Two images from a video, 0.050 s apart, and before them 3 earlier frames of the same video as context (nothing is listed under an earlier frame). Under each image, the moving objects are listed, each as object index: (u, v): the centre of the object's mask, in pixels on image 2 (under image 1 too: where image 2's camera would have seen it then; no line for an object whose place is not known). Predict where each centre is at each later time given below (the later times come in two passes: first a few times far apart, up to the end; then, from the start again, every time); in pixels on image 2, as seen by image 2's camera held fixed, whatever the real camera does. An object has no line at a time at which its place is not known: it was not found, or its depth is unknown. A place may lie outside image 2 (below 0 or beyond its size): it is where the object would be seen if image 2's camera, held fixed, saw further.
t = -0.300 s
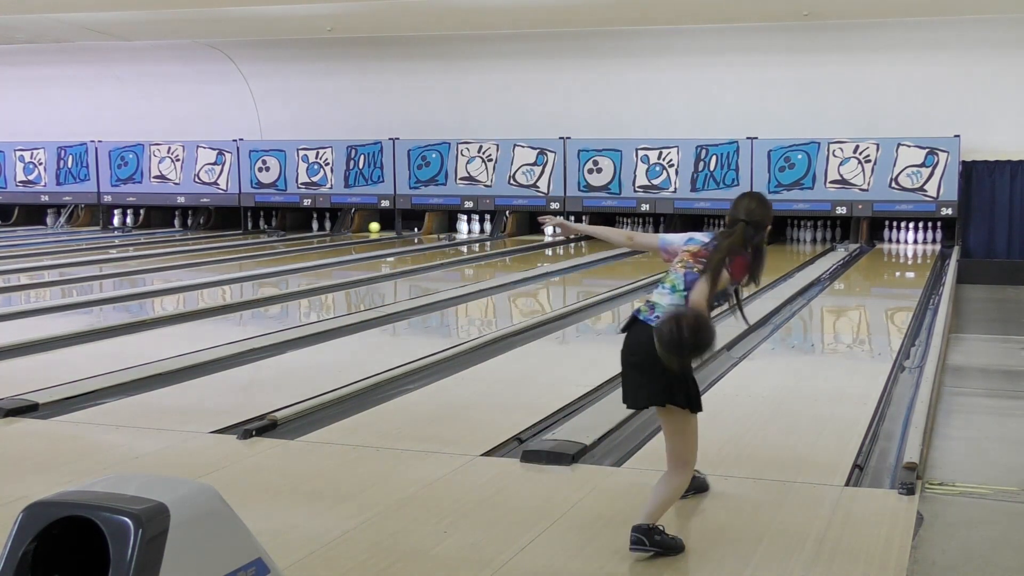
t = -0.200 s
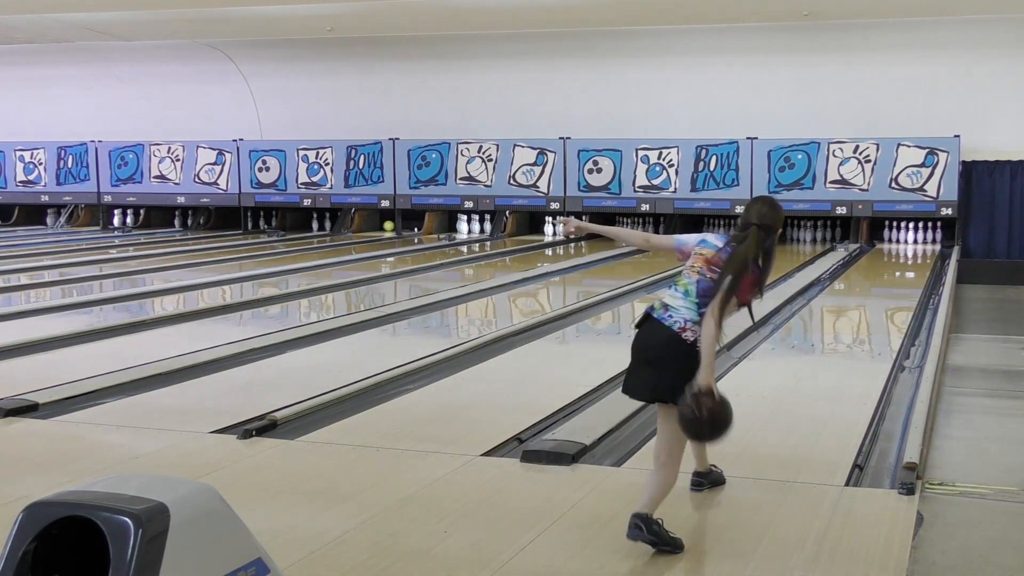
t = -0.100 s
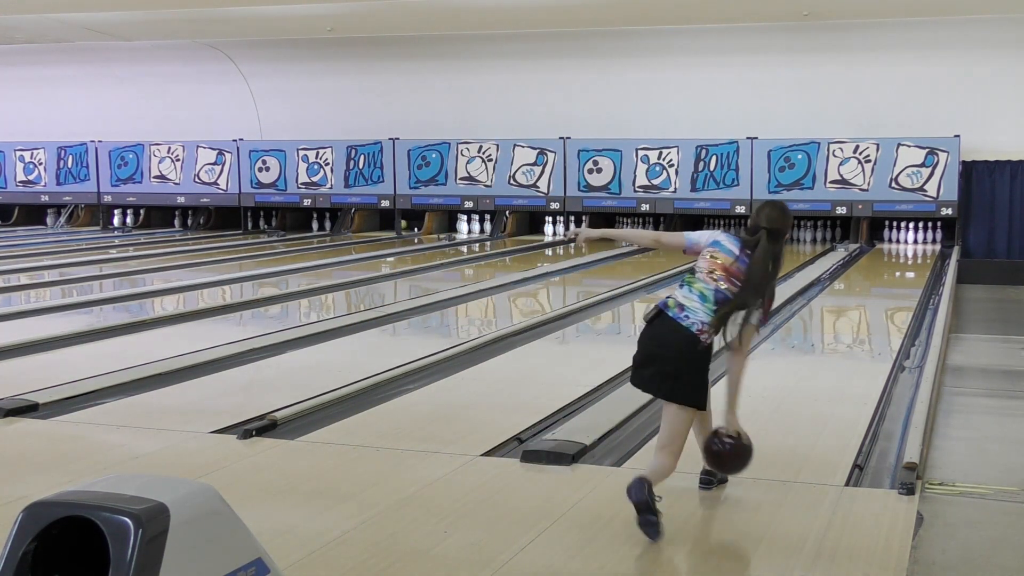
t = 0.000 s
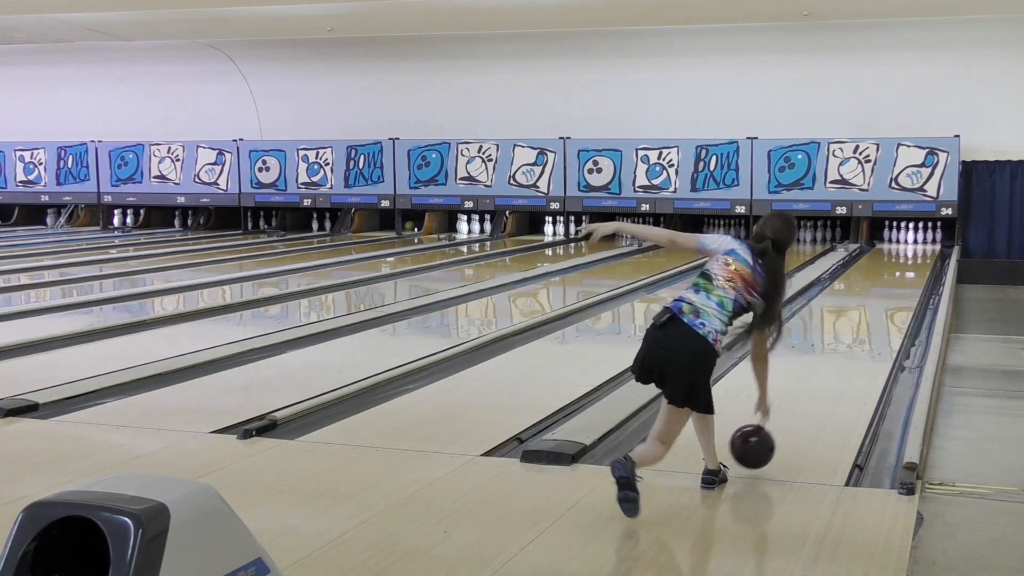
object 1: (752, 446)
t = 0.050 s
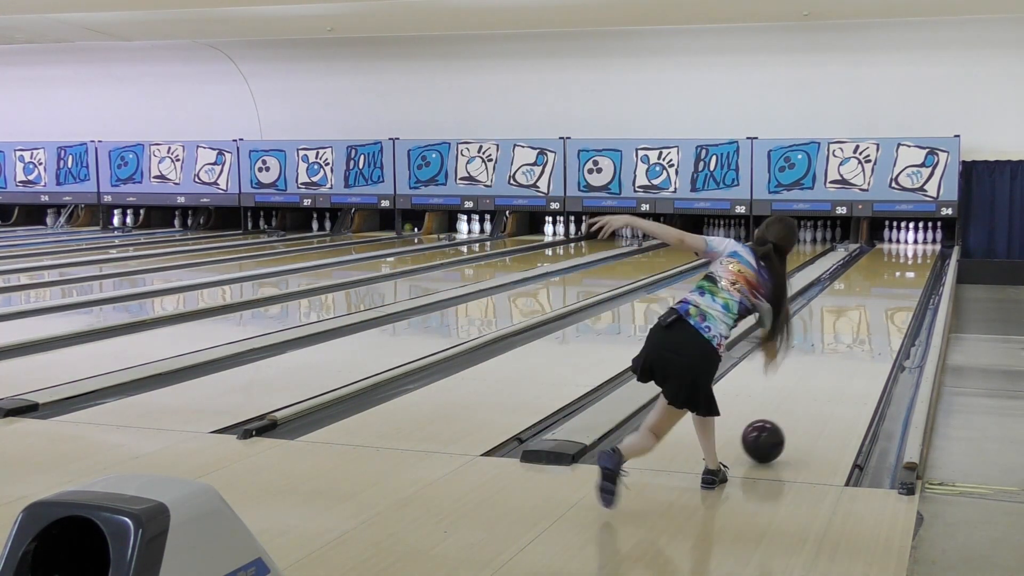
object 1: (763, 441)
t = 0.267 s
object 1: (800, 396)
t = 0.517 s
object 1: (830, 358)
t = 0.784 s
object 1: (852, 330)
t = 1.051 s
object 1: (869, 309)
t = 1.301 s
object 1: (881, 294)
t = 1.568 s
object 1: (891, 281)
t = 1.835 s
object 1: (899, 270)
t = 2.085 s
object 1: (905, 262)
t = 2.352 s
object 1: (910, 254)
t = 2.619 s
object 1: (912, 248)
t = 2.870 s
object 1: (912, 243)
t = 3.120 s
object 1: (910, 241)
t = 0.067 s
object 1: (766, 436)
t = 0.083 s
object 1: (770, 431)
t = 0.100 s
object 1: (773, 427)
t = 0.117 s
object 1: (776, 424)
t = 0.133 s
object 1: (779, 421)
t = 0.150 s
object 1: (782, 418)
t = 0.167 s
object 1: (785, 414)
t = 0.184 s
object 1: (787, 411)
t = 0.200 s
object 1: (790, 408)
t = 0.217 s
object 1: (792, 405)
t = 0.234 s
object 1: (795, 402)
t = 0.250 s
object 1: (797, 399)
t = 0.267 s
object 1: (800, 396)
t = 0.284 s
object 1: (802, 393)
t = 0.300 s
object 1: (804, 390)
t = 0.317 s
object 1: (807, 387)
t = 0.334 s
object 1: (809, 384)
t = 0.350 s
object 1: (811, 382)
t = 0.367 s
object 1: (813, 379)
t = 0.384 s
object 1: (815, 376)
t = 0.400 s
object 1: (817, 374)
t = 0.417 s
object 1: (819, 372)
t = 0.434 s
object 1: (821, 369)
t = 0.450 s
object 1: (823, 367)
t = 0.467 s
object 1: (825, 365)
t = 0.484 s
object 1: (826, 362)
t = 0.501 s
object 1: (828, 360)
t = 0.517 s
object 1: (830, 358)
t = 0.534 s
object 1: (831, 356)
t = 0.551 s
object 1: (833, 354)
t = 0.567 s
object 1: (834, 352)
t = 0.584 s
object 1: (836, 350)
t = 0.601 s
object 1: (837, 348)
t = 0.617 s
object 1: (839, 347)
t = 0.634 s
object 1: (841, 345)
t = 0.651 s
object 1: (842, 343)
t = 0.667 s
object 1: (843, 341)
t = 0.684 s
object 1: (845, 340)
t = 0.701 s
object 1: (846, 338)
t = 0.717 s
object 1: (847, 336)
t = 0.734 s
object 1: (849, 335)
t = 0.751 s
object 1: (850, 333)
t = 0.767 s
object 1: (851, 332)
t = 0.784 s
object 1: (852, 330)
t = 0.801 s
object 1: (853, 329)
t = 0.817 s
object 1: (855, 327)
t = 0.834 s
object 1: (856, 326)
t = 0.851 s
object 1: (857, 325)
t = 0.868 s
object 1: (858, 323)
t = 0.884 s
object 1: (859, 322)
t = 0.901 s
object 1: (860, 321)
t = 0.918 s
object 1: (861, 319)
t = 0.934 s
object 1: (862, 318)
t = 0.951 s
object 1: (863, 317)
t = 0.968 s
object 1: (864, 315)
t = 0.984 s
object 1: (865, 314)
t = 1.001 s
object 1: (866, 313)
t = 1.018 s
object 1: (867, 312)
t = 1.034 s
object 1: (868, 310)
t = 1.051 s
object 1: (869, 309)
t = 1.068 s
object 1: (870, 308)
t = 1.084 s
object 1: (871, 307)
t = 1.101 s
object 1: (872, 306)
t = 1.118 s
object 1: (872, 305)
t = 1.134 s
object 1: (873, 304)
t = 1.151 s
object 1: (874, 303)
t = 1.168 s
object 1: (875, 301)
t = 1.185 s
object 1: (876, 300)
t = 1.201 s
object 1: (876, 299)
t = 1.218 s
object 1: (877, 298)
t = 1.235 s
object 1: (878, 298)
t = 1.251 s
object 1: (879, 297)
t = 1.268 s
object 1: (880, 296)
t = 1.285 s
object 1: (880, 295)
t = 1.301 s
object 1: (881, 294)
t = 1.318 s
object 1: (881, 293)
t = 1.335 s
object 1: (882, 292)
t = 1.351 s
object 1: (883, 291)
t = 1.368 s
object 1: (884, 290)
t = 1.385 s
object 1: (884, 289)
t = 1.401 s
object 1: (885, 289)
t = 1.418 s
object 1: (886, 288)
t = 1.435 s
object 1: (886, 287)
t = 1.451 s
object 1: (887, 286)
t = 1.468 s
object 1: (887, 285)
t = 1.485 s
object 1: (888, 285)
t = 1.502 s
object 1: (889, 284)
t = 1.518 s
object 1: (889, 283)
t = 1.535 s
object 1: (890, 282)
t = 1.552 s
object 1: (890, 282)
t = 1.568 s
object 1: (891, 281)
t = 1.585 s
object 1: (891, 280)
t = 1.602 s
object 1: (892, 279)
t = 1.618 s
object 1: (893, 279)
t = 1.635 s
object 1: (893, 278)
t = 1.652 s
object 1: (894, 277)
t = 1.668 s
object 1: (894, 277)
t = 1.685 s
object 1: (895, 276)
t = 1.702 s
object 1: (895, 275)
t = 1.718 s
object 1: (896, 275)
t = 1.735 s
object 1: (896, 274)
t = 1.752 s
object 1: (897, 273)
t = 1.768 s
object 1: (897, 273)
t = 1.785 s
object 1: (898, 272)
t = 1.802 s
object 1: (898, 271)
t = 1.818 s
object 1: (898, 271)
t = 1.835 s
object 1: (899, 270)
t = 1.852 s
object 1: (899, 270)
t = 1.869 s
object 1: (900, 269)
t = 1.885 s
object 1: (900, 268)
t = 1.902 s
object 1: (901, 268)
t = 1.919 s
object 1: (901, 267)
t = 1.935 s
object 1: (902, 267)
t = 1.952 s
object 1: (902, 266)
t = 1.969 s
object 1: (903, 265)
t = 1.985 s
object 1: (903, 265)
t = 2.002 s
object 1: (903, 264)
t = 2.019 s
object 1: (904, 264)
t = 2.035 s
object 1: (904, 263)
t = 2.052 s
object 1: (904, 263)
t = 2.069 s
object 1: (905, 262)
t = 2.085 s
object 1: (905, 262)
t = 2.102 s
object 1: (905, 261)
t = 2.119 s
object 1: (906, 260)
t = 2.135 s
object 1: (906, 260)
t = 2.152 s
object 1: (906, 259)
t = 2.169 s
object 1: (907, 259)
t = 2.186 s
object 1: (907, 258)
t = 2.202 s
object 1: (907, 258)
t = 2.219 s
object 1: (907, 258)
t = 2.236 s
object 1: (908, 257)
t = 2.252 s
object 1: (908, 257)
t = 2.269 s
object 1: (909, 256)
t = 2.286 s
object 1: (909, 256)
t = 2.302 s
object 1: (909, 255)
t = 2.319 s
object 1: (909, 255)
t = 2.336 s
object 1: (910, 254)
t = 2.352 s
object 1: (910, 254)
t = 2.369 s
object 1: (910, 254)
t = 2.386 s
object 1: (910, 253)
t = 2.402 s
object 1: (910, 253)
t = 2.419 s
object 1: (911, 252)
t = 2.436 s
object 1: (911, 252)
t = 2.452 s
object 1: (911, 252)
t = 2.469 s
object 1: (911, 251)
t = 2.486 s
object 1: (911, 251)
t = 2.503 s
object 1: (911, 251)
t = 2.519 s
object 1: (911, 250)
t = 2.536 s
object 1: (912, 250)
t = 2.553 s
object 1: (912, 250)
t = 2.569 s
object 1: (912, 249)
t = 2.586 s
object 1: (912, 249)
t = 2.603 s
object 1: (912, 249)
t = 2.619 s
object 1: (912, 248)
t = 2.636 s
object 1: (912, 248)
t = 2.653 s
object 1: (912, 248)
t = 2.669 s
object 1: (912, 248)
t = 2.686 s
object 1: (912, 247)
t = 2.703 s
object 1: (912, 247)
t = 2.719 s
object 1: (912, 246)
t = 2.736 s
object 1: (912, 246)
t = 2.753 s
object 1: (912, 246)
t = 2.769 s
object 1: (912, 245)
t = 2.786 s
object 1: (912, 245)
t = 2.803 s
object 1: (912, 245)
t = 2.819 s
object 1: (912, 244)
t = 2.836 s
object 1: (912, 244)
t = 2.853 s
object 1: (912, 244)
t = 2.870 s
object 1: (912, 243)
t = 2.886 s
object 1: (912, 243)
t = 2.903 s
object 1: (912, 243)
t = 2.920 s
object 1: (912, 243)
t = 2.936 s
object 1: (912, 242)
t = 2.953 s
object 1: (912, 242)
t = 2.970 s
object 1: (912, 242)
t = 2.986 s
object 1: (912, 242)
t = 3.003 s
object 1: (912, 242)
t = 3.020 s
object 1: (911, 242)
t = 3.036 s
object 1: (911, 242)
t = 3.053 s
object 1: (911, 241)
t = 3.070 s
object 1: (910, 241)
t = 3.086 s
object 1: (910, 241)
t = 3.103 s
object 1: (910, 241)
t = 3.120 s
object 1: (910, 241)
